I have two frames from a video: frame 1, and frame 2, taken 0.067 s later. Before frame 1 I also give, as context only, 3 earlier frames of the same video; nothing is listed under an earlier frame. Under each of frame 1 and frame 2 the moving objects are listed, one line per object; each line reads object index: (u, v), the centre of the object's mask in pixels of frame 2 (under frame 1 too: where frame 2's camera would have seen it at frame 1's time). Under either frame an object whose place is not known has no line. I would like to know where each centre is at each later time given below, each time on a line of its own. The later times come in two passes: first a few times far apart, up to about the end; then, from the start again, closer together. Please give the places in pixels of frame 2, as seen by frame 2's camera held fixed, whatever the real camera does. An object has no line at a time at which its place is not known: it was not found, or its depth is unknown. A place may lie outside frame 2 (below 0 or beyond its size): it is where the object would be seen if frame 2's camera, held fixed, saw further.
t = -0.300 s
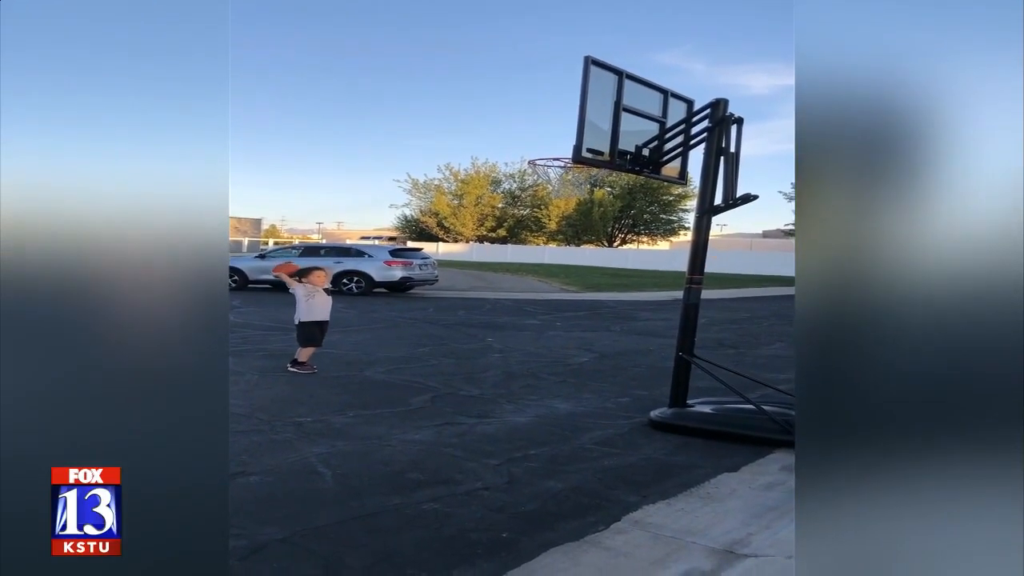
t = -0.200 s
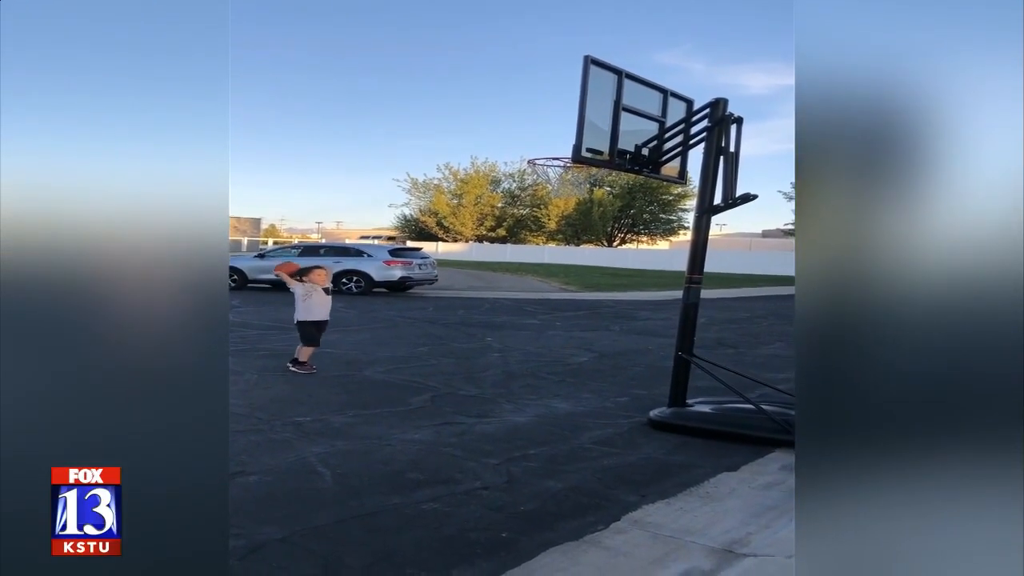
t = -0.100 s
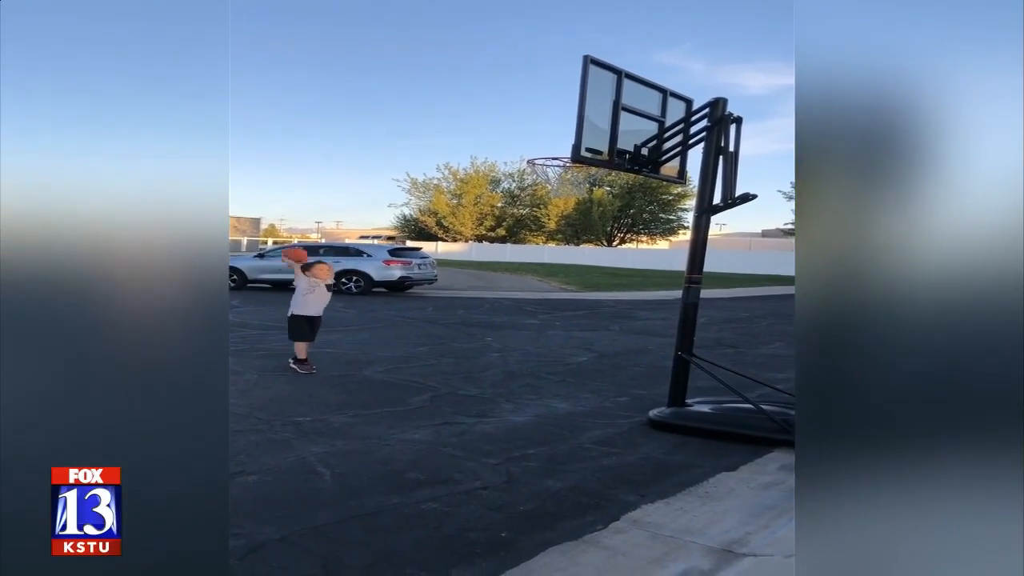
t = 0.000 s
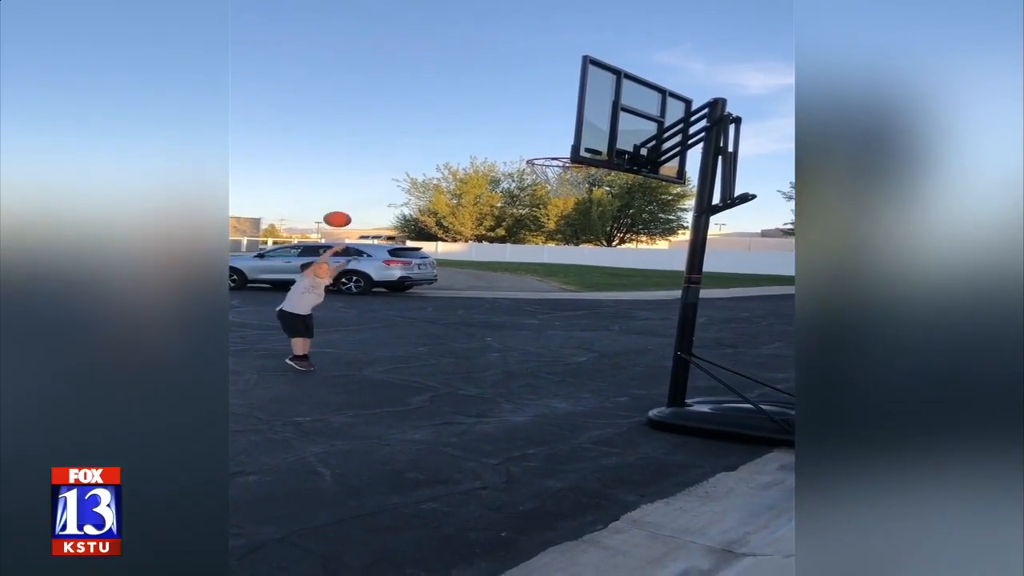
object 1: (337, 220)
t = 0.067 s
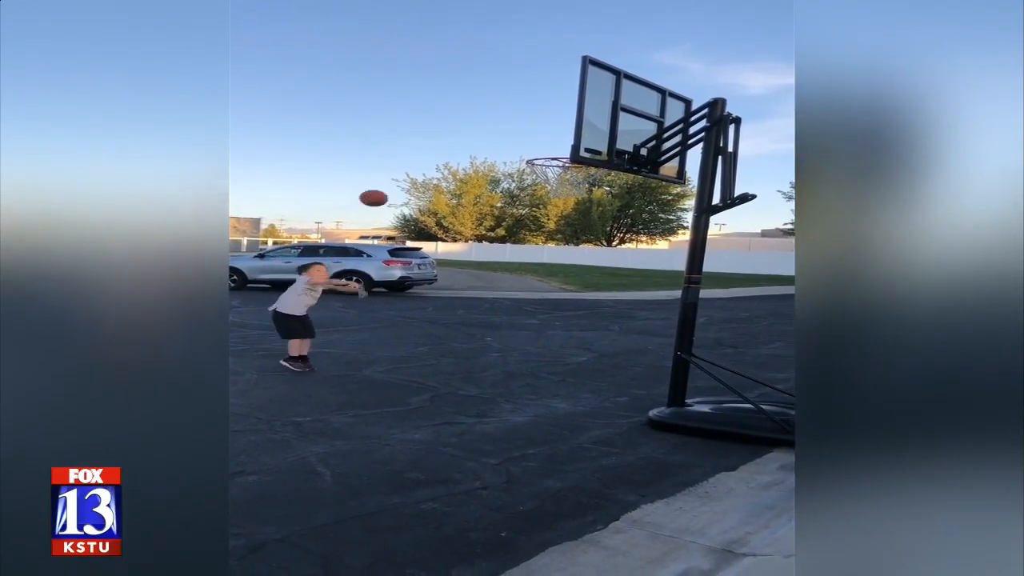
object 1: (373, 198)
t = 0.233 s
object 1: (470, 158)
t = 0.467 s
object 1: (626, 140)
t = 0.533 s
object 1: (604, 145)
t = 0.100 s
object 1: (392, 189)
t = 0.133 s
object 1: (411, 180)
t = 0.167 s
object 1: (430, 171)
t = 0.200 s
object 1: (450, 165)
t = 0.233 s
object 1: (470, 158)
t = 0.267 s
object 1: (490, 153)
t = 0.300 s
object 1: (511, 149)
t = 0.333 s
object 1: (533, 145)
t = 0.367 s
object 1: (555, 143)
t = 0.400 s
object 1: (578, 141)
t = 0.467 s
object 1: (626, 140)
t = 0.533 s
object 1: (604, 145)
